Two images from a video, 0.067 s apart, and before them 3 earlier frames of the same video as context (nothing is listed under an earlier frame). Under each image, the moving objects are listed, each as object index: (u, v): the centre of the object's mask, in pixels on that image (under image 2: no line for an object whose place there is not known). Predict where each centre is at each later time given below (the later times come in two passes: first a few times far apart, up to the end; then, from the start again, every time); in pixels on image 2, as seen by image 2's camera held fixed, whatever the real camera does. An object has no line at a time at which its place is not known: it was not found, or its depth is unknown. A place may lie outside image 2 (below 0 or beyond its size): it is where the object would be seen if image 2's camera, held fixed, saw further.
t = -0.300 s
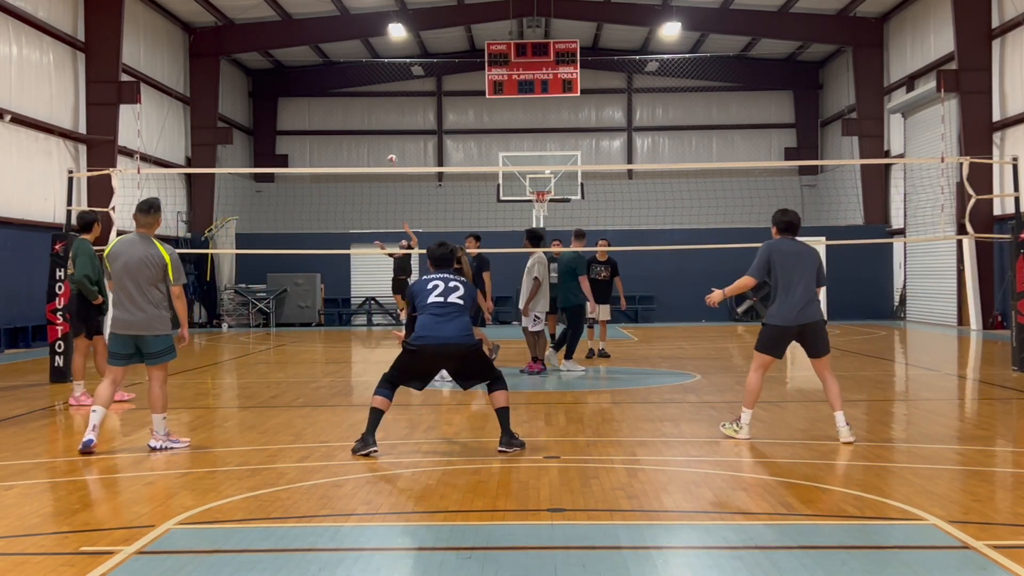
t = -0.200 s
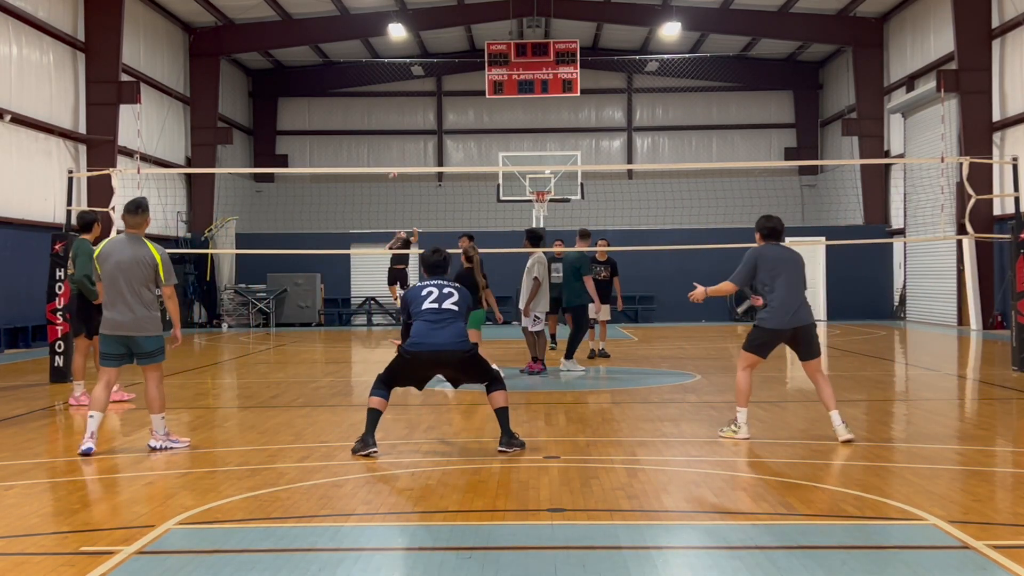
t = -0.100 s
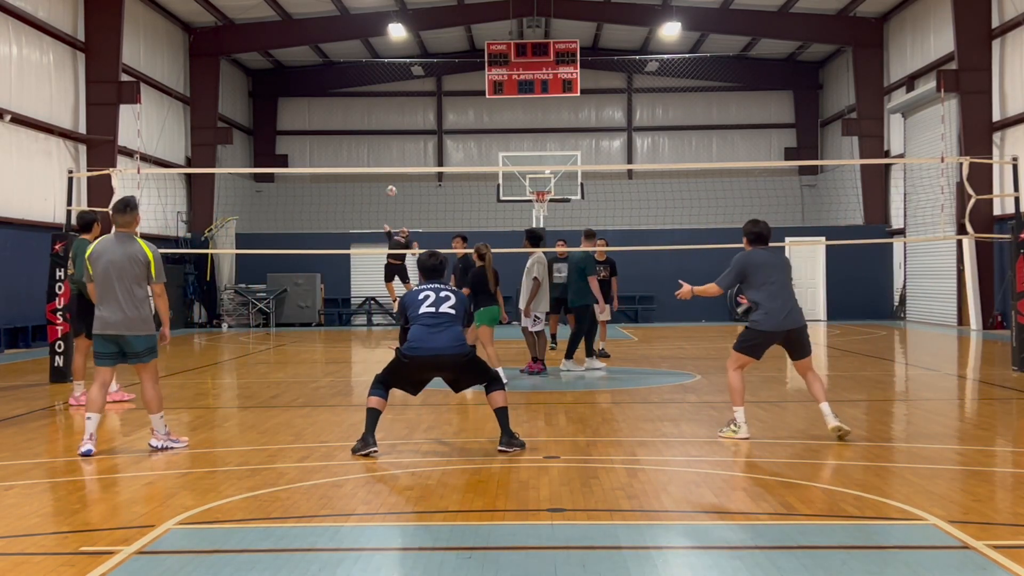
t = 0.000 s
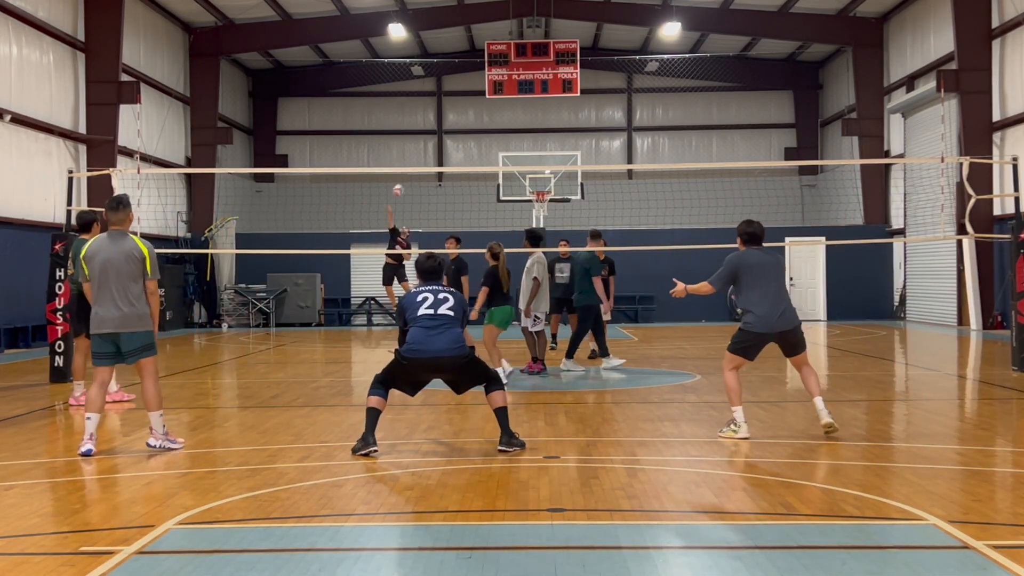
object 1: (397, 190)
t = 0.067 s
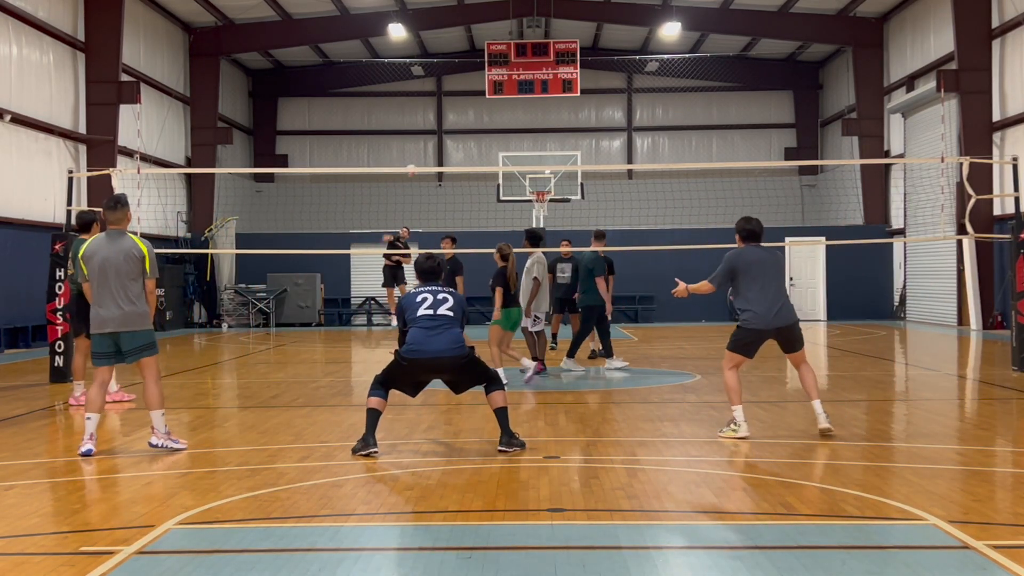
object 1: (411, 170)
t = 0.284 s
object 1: (477, 125)
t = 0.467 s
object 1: (573, 116)
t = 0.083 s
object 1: (414, 164)
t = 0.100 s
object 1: (417, 161)
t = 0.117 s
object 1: (422, 157)
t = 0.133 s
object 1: (427, 153)
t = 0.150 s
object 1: (431, 150)
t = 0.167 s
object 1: (437, 146)
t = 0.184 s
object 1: (442, 143)
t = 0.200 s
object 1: (447, 139)
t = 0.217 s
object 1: (453, 135)
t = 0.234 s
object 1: (459, 133)
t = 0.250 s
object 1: (464, 129)
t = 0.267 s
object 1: (470, 127)
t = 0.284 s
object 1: (477, 125)
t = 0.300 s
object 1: (484, 123)
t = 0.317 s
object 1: (490, 120)
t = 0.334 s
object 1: (499, 118)
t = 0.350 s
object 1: (507, 118)
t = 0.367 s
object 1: (516, 116)
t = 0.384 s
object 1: (524, 115)
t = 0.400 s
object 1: (533, 115)
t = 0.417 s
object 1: (541, 115)
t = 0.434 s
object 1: (550, 115)
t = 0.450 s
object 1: (561, 115)
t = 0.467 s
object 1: (573, 116)
